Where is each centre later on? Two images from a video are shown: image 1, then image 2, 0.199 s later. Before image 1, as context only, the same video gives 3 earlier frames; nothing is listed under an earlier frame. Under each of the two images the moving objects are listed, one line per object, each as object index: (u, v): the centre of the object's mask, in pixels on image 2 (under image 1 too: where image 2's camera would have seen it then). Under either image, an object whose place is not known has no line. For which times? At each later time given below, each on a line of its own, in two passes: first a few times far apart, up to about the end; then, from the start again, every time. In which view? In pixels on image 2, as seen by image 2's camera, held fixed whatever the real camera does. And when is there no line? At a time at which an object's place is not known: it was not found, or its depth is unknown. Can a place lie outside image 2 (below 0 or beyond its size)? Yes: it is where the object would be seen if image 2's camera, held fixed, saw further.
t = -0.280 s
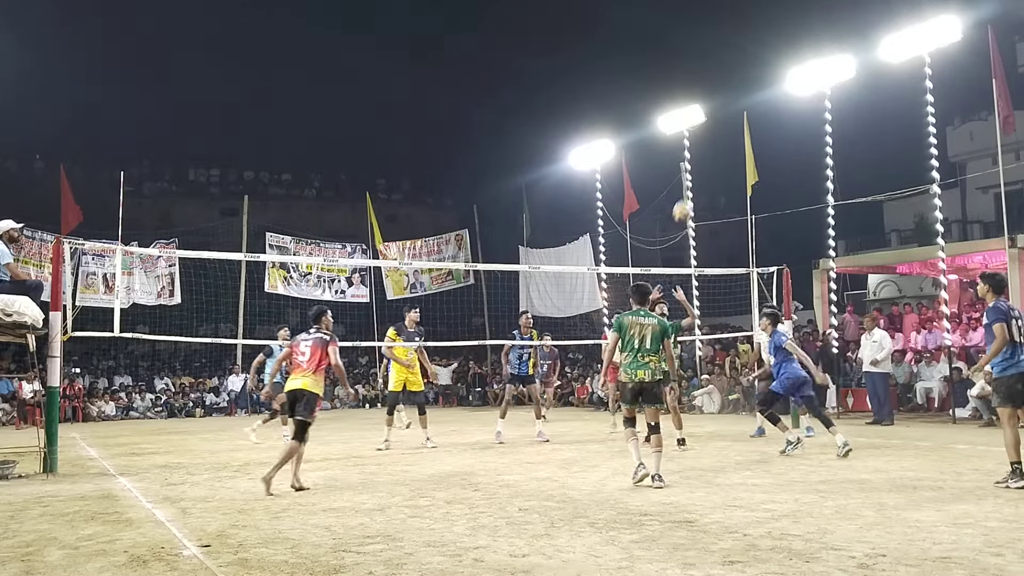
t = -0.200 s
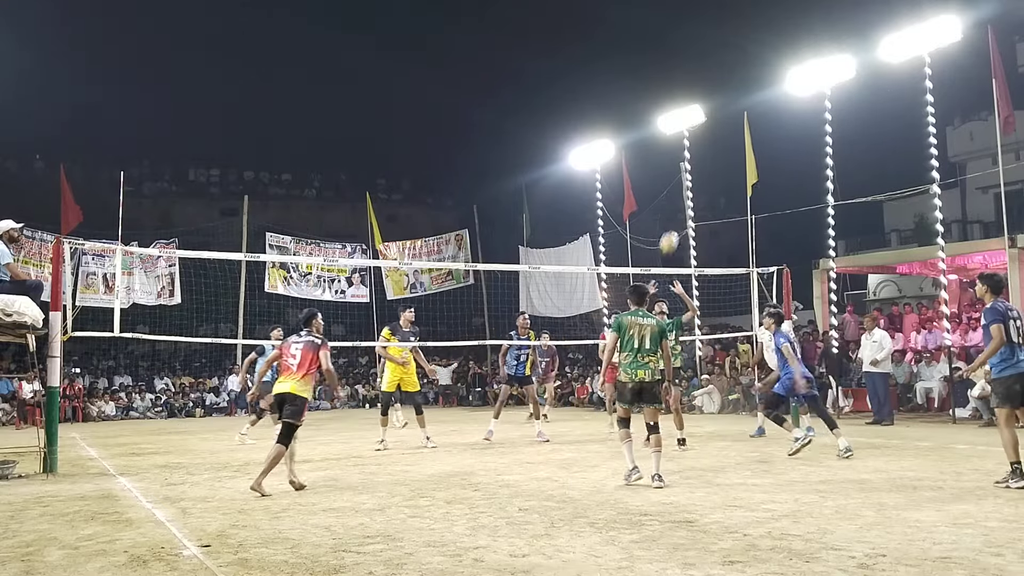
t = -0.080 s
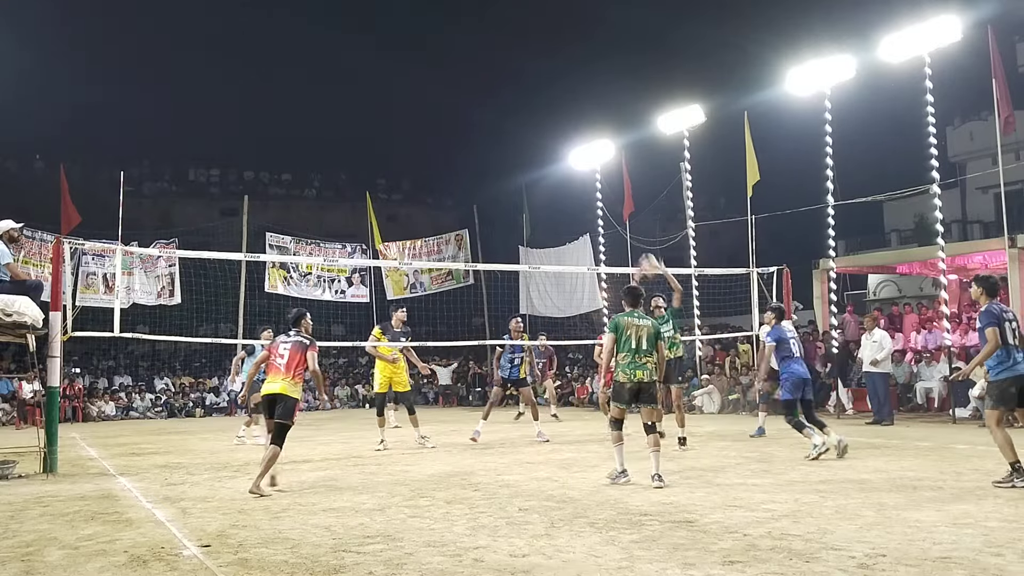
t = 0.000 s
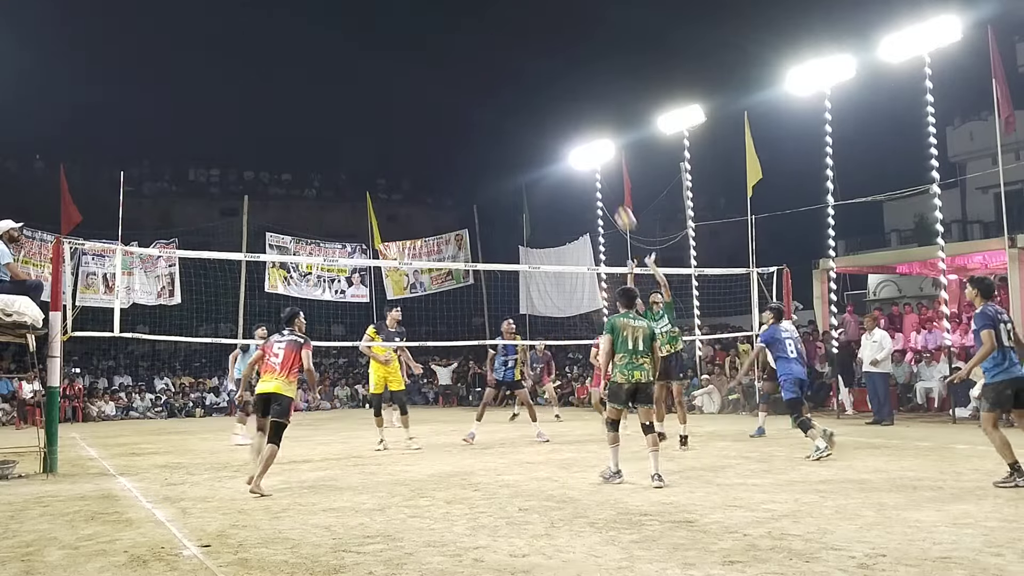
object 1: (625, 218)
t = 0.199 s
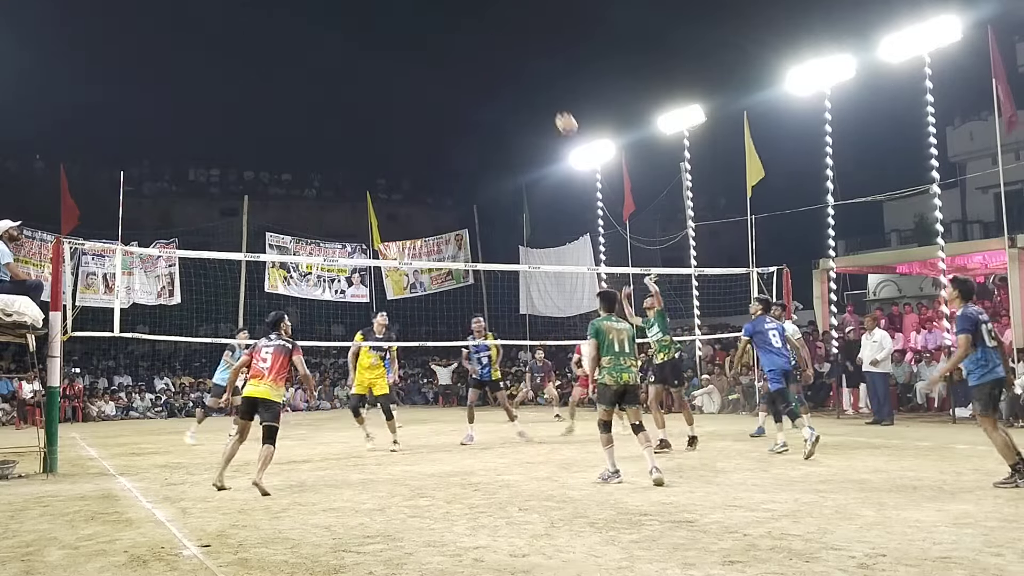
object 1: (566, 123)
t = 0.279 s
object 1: (542, 91)
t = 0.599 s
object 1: (450, 21)
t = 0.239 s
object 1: (554, 107)
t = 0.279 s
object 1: (542, 91)
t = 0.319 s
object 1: (531, 78)
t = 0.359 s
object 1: (519, 66)
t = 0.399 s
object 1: (508, 55)
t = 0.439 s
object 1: (497, 46)
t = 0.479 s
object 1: (485, 37)
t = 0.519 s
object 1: (473, 31)
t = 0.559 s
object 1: (461, 25)
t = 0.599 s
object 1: (450, 21)
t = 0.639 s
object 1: (438, 18)
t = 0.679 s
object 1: (426, 16)
